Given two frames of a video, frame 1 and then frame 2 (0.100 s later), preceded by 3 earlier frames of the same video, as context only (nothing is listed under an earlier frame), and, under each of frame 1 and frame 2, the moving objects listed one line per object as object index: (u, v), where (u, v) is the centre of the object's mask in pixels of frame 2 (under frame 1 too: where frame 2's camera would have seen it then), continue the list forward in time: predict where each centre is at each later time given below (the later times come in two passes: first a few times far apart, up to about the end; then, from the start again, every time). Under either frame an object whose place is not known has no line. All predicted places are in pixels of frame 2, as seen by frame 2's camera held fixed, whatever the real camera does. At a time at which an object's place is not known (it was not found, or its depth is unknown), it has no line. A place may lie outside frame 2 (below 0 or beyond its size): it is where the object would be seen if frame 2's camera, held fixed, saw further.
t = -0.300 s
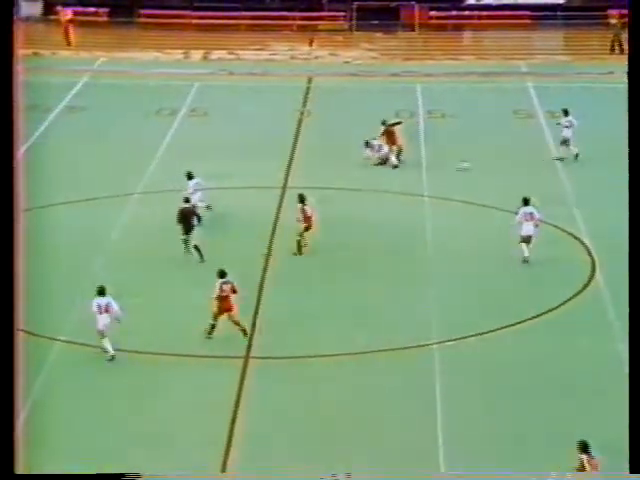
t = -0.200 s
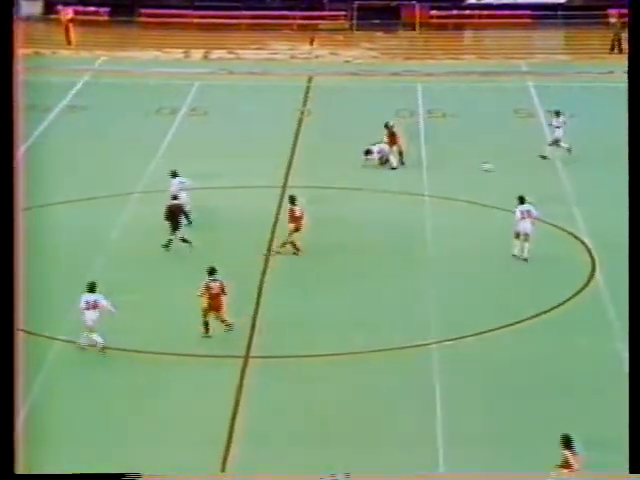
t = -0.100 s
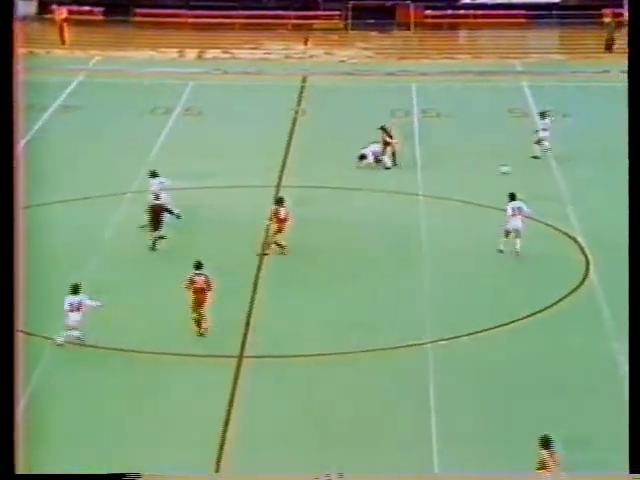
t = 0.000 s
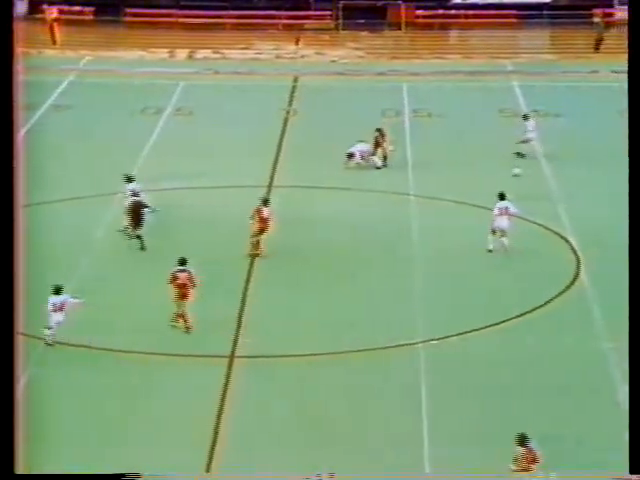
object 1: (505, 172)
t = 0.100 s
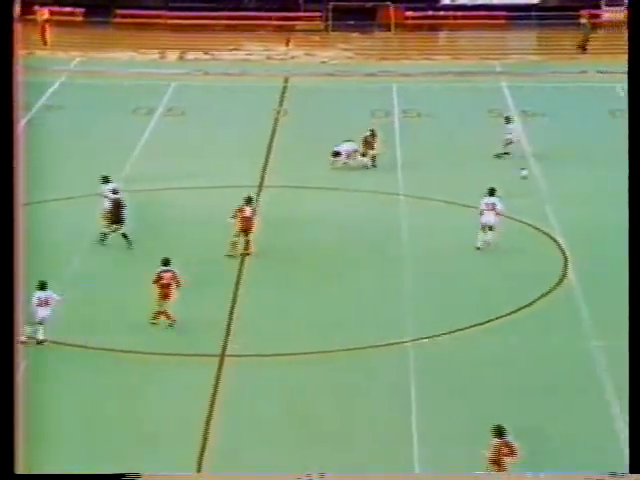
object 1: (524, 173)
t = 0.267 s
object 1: (553, 176)
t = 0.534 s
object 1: (597, 181)
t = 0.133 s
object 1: (531, 174)
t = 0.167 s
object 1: (537, 175)
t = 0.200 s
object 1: (543, 175)
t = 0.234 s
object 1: (548, 175)
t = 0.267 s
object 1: (553, 176)
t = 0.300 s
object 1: (558, 177)
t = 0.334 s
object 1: (564, 177)
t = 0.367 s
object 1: (570, 178)
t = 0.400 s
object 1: (576, 179)
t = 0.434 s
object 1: (580, 179)
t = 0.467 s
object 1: (586, 180)
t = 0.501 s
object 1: (591, 180)
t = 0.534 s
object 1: (597, 181)
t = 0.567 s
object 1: (603, 181)
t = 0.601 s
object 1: (609, 182)
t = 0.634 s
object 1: (614, 182)
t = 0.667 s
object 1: (617, 183)
